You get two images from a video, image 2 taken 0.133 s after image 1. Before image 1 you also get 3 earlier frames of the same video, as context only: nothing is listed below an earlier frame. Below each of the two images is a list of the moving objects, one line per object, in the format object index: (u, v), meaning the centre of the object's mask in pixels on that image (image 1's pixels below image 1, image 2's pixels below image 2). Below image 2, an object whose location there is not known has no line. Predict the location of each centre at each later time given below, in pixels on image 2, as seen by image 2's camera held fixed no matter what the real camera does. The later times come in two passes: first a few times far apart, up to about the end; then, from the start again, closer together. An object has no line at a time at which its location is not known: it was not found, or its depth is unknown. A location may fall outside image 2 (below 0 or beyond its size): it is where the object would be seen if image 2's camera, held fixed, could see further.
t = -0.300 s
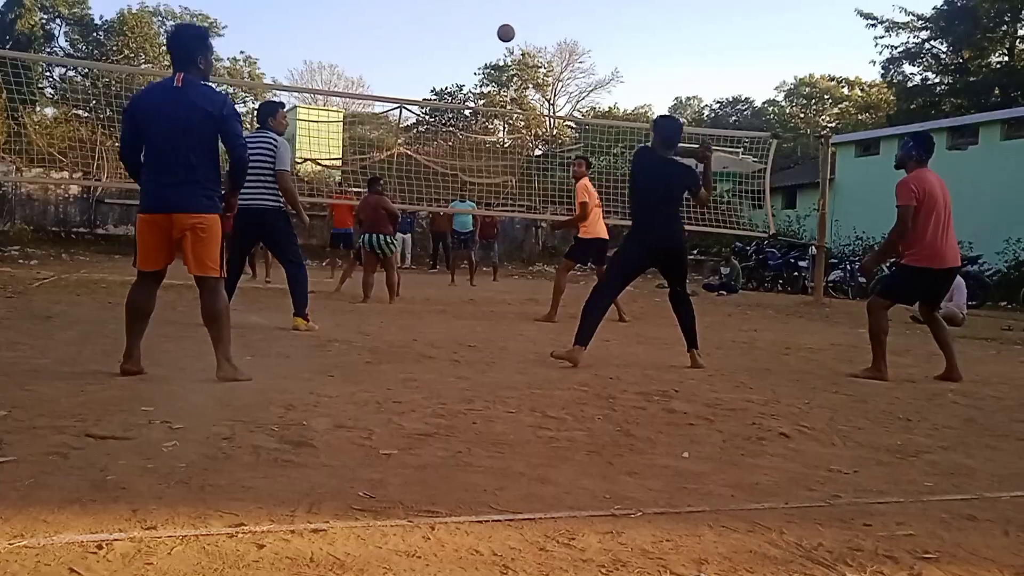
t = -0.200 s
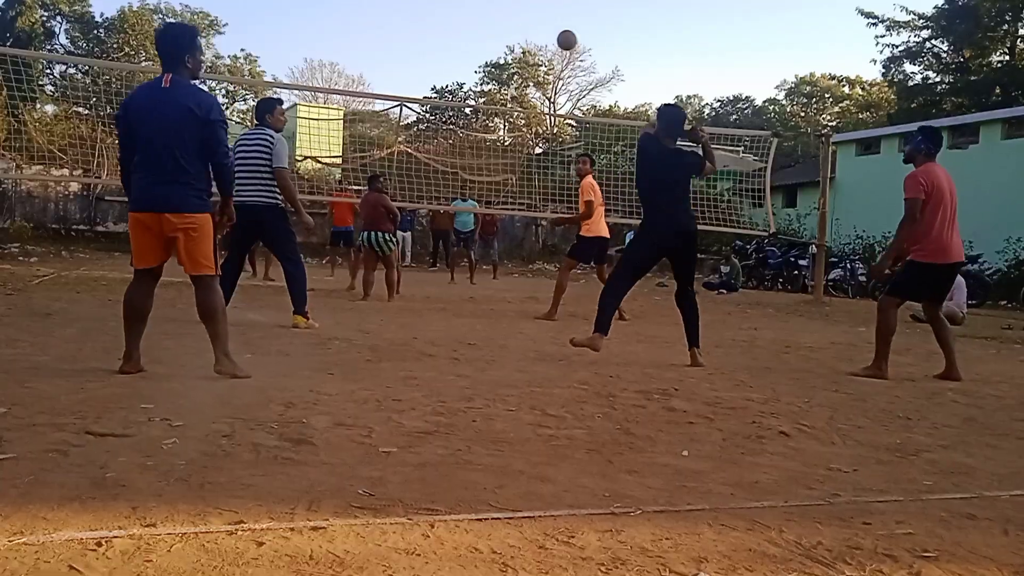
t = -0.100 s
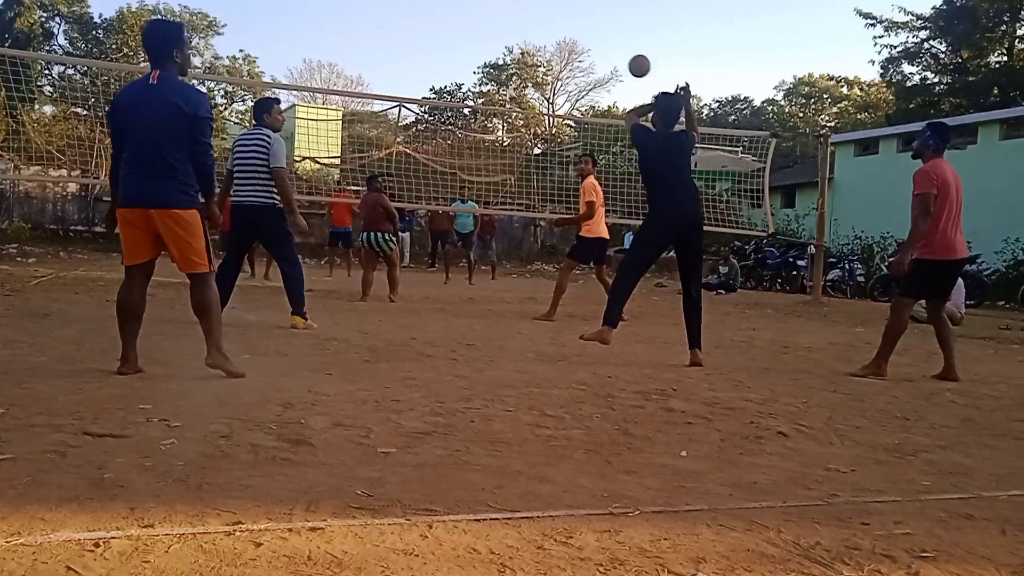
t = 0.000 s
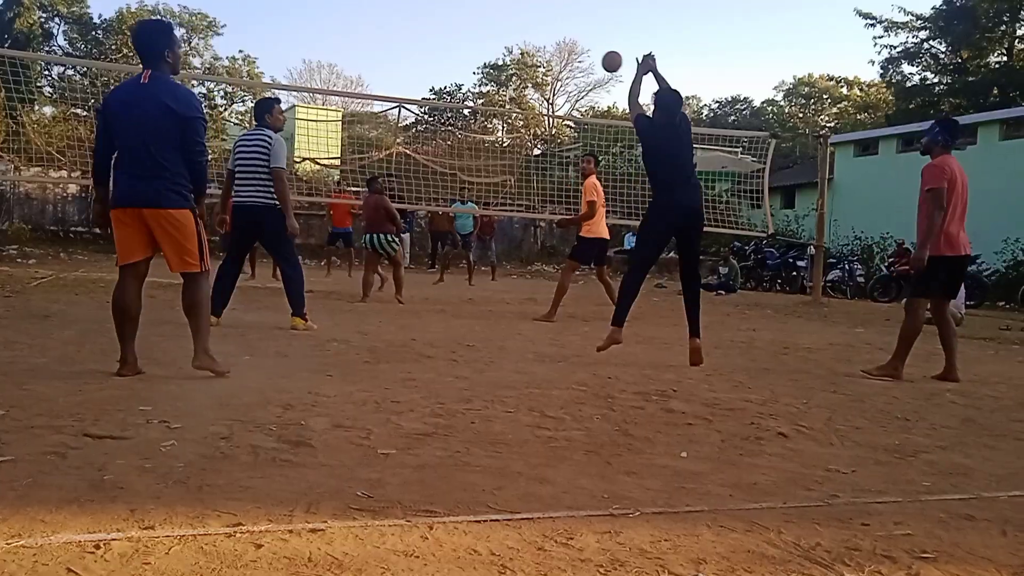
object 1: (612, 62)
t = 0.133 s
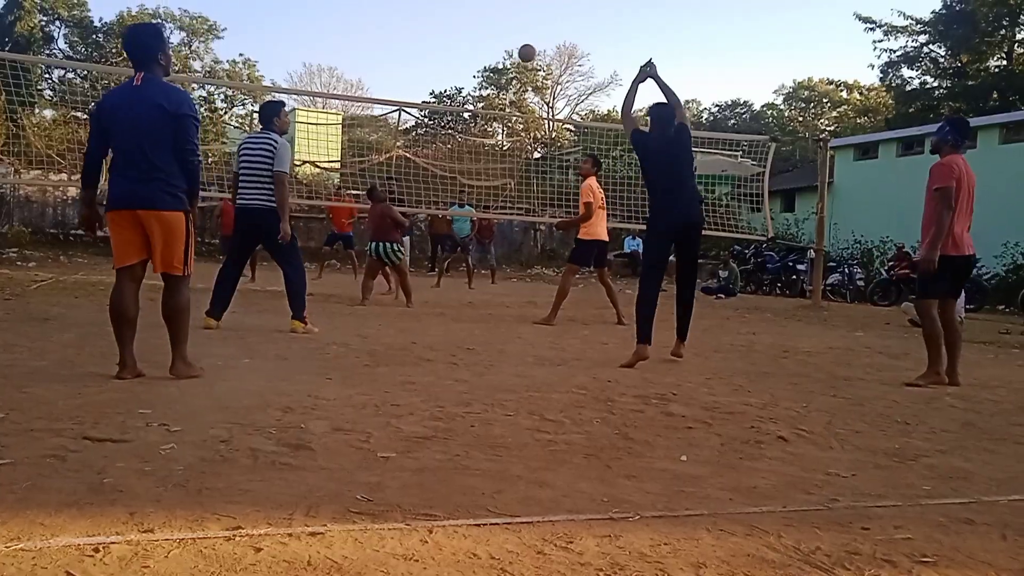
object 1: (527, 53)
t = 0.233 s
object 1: (479, 58)
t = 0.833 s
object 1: (350, 108)
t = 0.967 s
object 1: (334, 135)
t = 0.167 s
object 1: (510, 54)
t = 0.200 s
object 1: (494, 56)
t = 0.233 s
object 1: (479, 58)
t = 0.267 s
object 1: (464, 62)
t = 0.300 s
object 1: (451, 68)
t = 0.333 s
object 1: (438, 74)
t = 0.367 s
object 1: (427, 80)
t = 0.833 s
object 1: (350, 108)
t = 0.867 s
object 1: (347, 114)
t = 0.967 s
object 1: (334, 135)
